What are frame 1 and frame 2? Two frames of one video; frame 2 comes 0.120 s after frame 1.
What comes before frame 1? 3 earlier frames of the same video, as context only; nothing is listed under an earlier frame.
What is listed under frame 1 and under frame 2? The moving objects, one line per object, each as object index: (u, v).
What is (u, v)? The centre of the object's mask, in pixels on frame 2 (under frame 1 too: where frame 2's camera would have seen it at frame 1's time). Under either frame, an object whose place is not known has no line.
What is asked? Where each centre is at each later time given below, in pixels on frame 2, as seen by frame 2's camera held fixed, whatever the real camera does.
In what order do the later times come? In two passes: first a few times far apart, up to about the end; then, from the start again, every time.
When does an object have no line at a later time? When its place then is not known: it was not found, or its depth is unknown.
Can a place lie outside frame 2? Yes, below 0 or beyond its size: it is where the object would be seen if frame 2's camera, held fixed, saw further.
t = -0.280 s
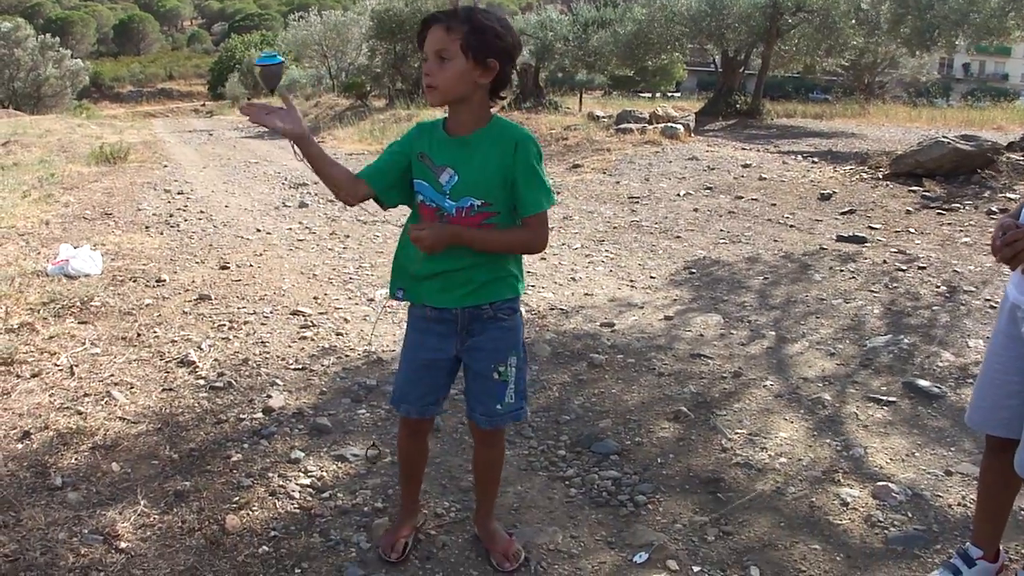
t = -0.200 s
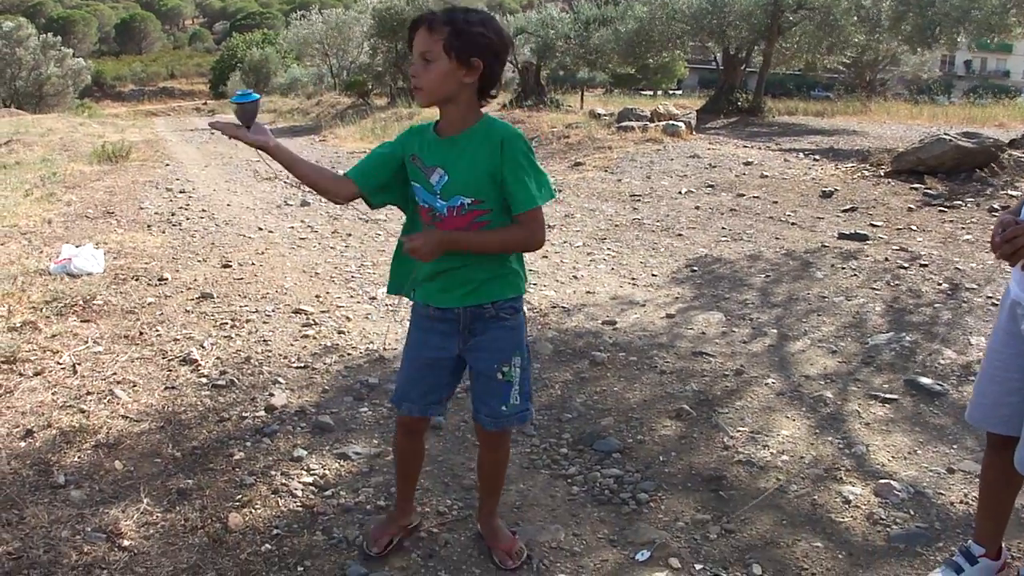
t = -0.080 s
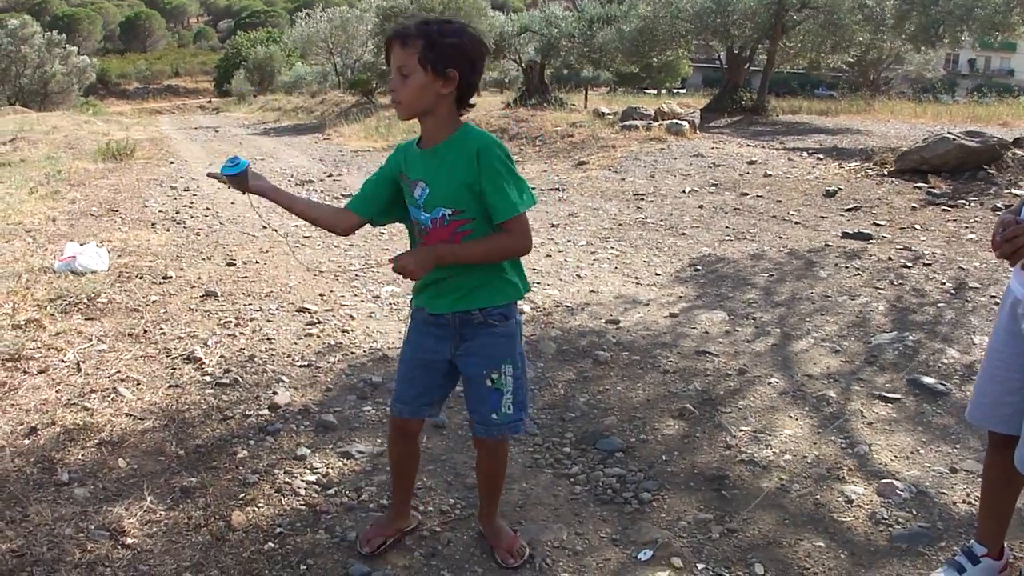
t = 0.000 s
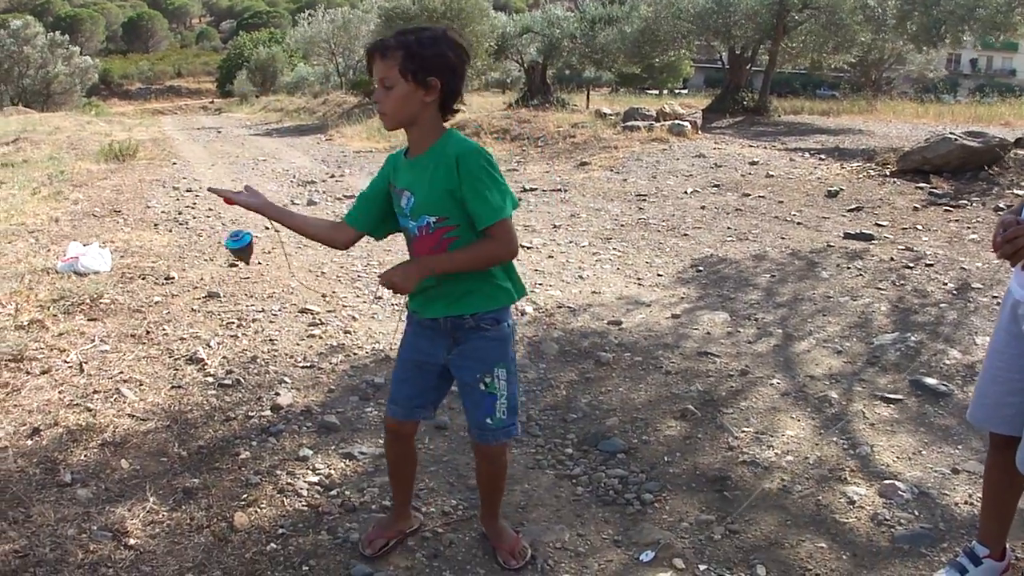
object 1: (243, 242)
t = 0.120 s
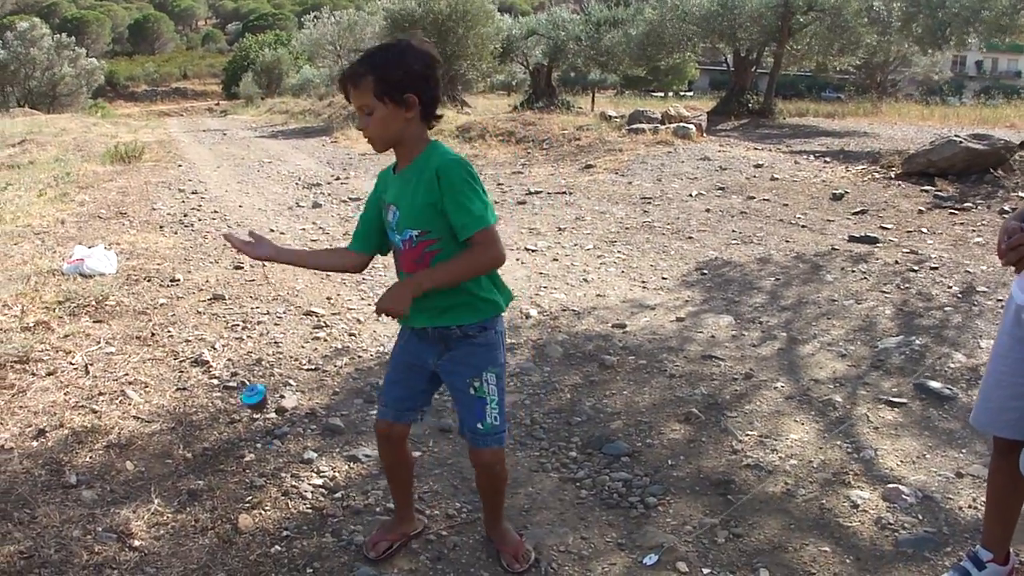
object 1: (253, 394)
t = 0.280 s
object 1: (287, 534)
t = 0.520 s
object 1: (327, 512)
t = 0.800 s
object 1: (327, 510)
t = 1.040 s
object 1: (326, 508)
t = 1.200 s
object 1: (323, 508)
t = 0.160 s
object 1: (259, 452)
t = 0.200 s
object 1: (265, 512)
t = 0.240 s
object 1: (277, 544)
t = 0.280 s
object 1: (287, 534)
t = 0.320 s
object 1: (300, 527)
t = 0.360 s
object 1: (310, 527)
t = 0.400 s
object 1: (318, 520)
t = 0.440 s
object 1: (321, 515)
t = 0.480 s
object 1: (326, 515)
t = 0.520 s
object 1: (327, 512)
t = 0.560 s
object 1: (327, 511)
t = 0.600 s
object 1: (328, 510)
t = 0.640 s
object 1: (327, 510)
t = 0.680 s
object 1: (327, 510)
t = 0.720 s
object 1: (327, 510)
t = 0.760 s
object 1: (328, 510)
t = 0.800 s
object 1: (327, 510)
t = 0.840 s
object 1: (327, 509)
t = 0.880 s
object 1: (327, 509)
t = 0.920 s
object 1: (327, 509)
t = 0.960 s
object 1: (327, 509)
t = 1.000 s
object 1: (326, 508)
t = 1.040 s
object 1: (326, 508)
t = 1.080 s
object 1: (325, 508)
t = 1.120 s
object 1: (324, 508)
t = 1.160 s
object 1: (324, 507)
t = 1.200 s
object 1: (323, 508)
